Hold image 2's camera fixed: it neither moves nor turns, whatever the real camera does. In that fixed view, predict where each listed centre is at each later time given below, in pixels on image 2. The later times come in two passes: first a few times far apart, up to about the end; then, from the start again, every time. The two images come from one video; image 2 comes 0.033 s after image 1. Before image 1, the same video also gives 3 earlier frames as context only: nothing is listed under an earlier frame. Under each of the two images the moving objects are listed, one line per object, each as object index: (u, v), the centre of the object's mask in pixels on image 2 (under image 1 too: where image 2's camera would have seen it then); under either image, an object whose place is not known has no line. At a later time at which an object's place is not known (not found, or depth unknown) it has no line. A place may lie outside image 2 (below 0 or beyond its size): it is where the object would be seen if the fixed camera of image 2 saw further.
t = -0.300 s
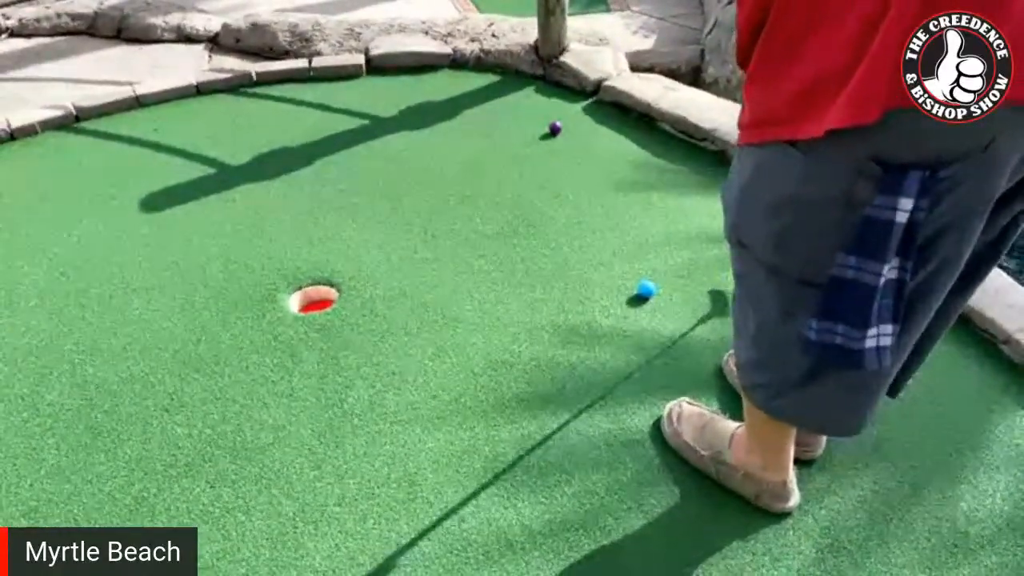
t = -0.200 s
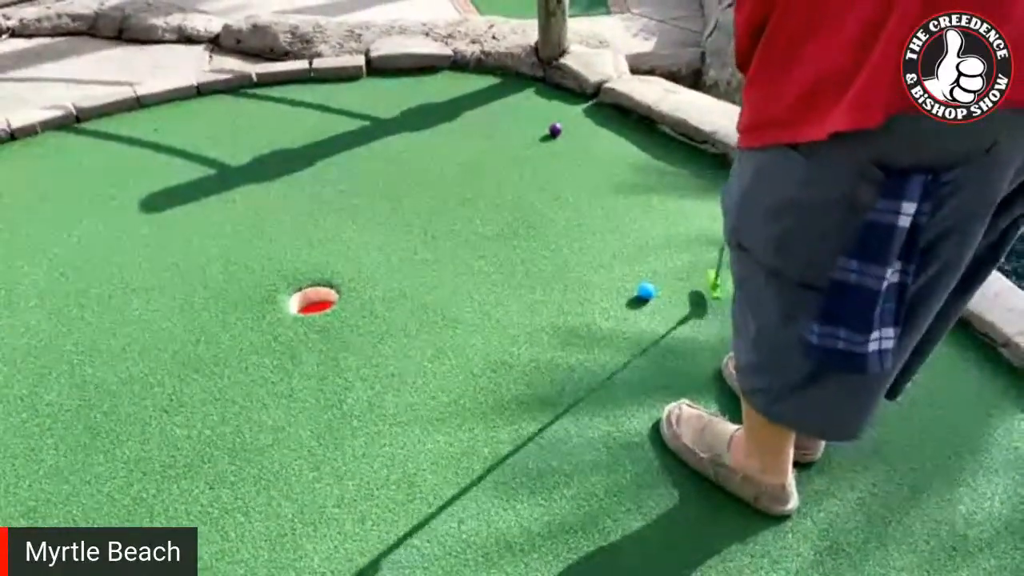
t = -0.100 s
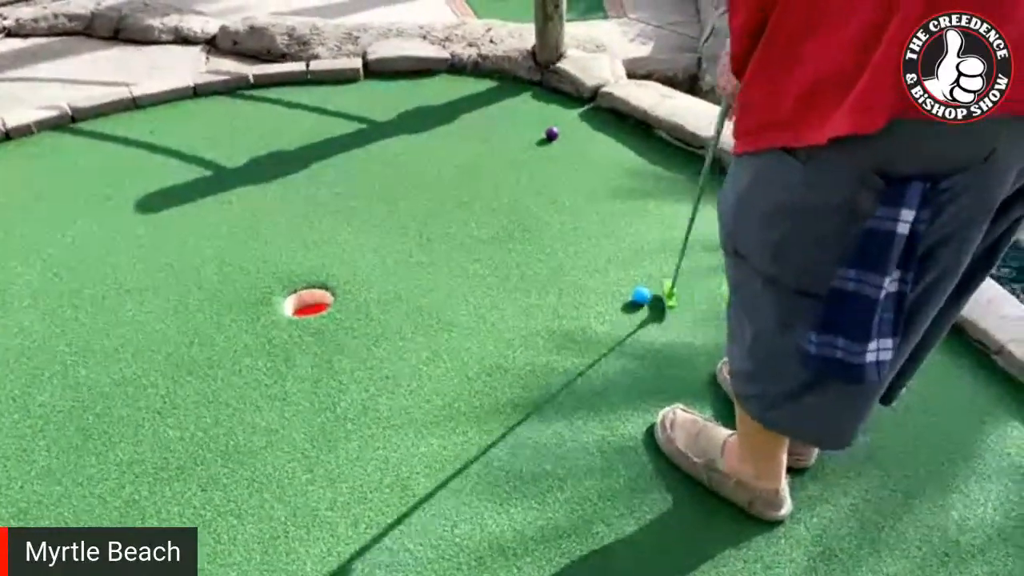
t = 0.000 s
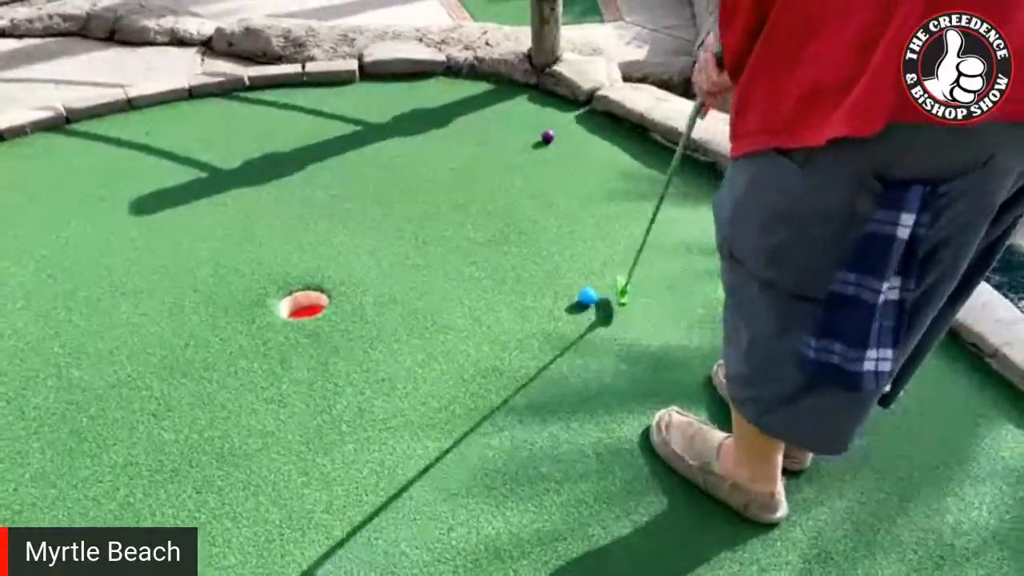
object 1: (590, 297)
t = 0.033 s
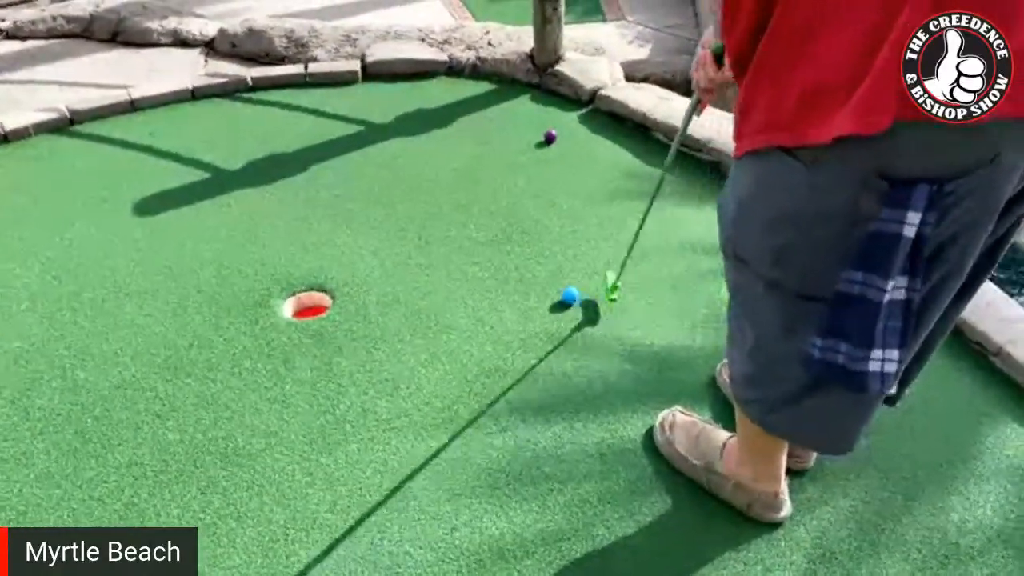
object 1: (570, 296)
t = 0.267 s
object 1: (455, 290)
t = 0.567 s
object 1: (328, 279)
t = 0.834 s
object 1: (229, 271)
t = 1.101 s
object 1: (146, 264)
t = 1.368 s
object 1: (78, 254)
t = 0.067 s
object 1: (551, 294)
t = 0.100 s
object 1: (533, 294)
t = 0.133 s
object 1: (517, 293)
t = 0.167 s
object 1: (501, 293)
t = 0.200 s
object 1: (485, 292)
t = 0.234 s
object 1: (469, 291)
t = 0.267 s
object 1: (455, 290)
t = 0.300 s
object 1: (439, 289)
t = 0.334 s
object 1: (424, 287)
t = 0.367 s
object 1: (410, 287)
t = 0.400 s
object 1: (395, 286)
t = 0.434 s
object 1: (381, 284)
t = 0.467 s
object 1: (367, 283)
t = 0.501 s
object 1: (354, 282)
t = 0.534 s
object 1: (341, 280)
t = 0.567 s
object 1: (328, 279)
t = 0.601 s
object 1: (315, 278)
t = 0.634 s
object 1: (302, 276)
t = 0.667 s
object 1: (289, 277)
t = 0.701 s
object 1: (277, 275)
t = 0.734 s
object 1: (264, 274)
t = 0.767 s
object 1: (252, 273)
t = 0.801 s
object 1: (240, 272)
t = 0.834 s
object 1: (229, 271)
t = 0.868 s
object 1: (219, 271)
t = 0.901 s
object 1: (207, 270)
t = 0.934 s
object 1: (196, 269)
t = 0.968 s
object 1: (186, 268)
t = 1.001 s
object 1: (176, 267)
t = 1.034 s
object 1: (167, 266)
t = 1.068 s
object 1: (156, 265)
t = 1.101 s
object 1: (146, 264)
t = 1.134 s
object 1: (136, 263)
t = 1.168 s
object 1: (128, 261)
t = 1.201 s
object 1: (119, 260)
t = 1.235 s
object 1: (110, 259)
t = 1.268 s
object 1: (102, 257)
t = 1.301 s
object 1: (94, 256)
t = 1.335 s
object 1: (86, 256)
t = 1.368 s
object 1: (78, 254)
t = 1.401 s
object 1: (70, 253)
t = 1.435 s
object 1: (64, 250)
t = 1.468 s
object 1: (56, 249)
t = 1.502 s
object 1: (48, 247)
